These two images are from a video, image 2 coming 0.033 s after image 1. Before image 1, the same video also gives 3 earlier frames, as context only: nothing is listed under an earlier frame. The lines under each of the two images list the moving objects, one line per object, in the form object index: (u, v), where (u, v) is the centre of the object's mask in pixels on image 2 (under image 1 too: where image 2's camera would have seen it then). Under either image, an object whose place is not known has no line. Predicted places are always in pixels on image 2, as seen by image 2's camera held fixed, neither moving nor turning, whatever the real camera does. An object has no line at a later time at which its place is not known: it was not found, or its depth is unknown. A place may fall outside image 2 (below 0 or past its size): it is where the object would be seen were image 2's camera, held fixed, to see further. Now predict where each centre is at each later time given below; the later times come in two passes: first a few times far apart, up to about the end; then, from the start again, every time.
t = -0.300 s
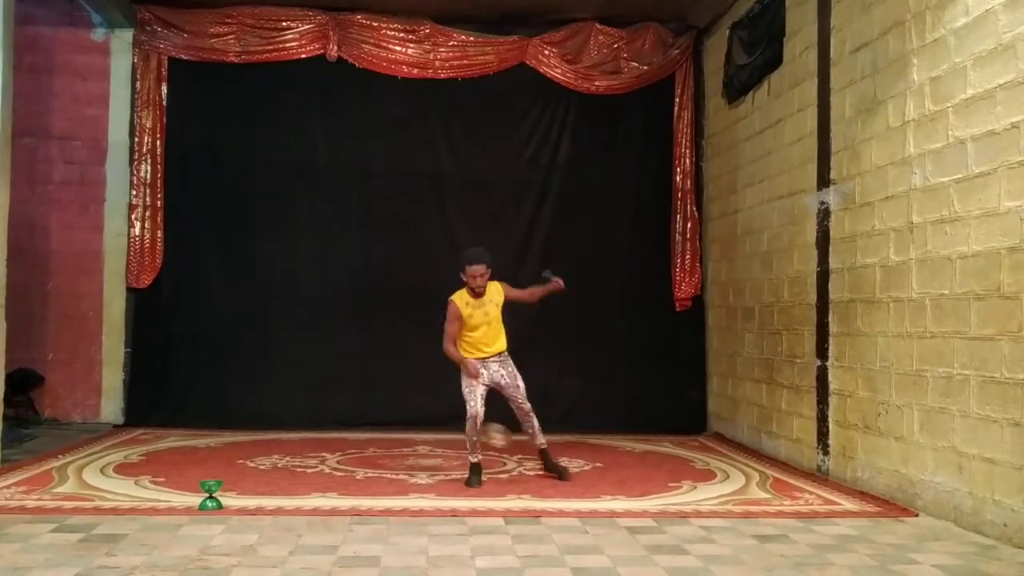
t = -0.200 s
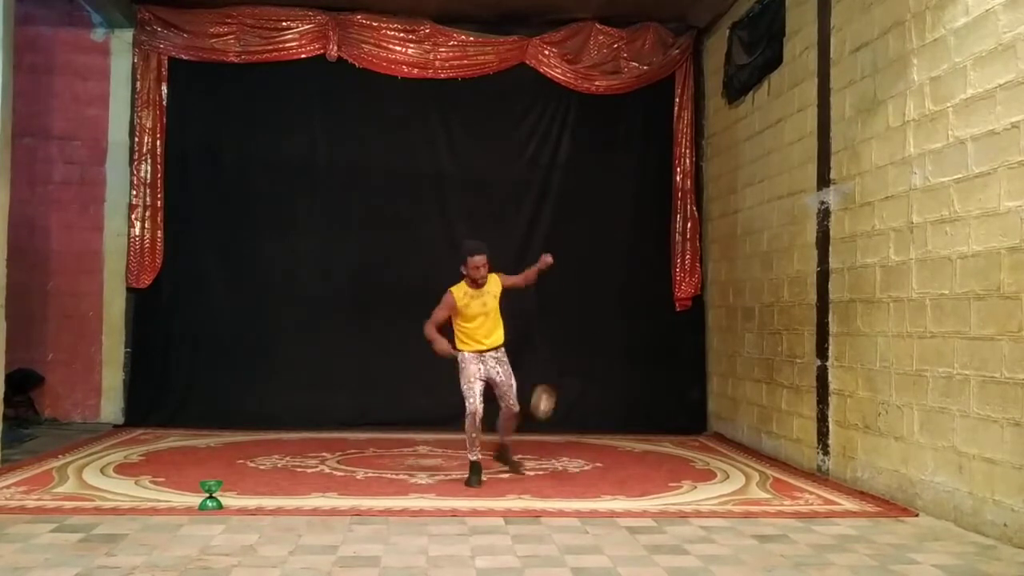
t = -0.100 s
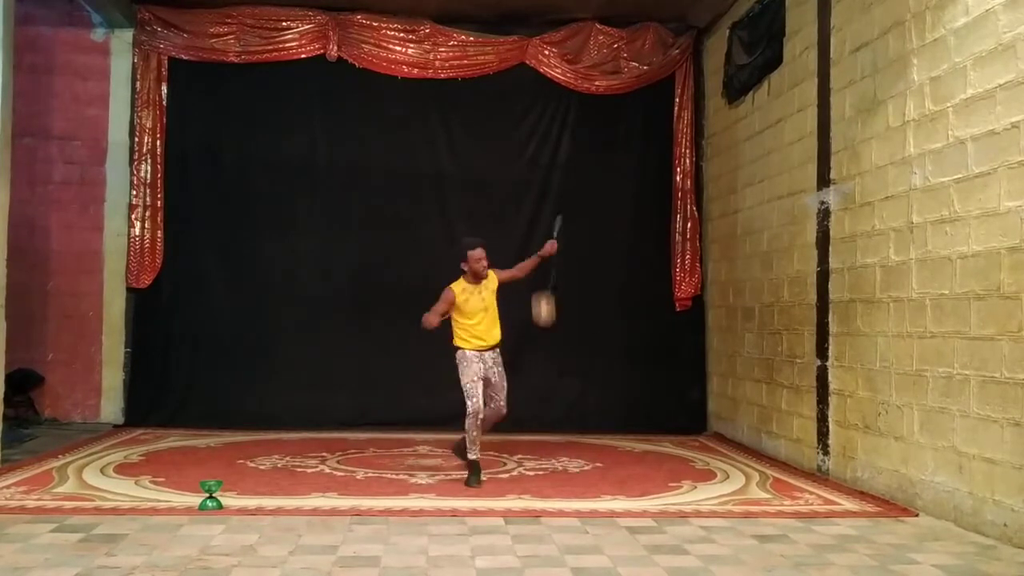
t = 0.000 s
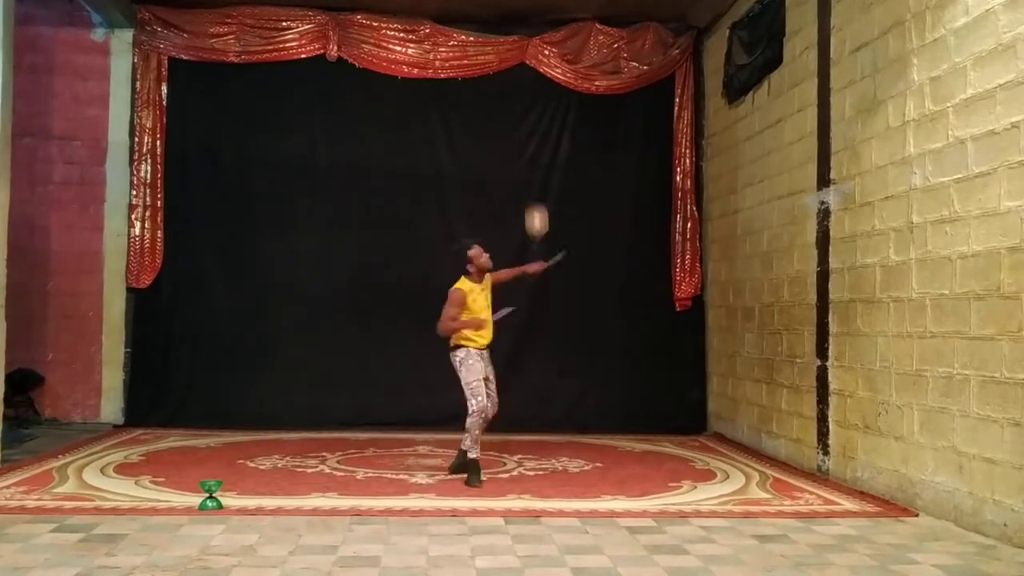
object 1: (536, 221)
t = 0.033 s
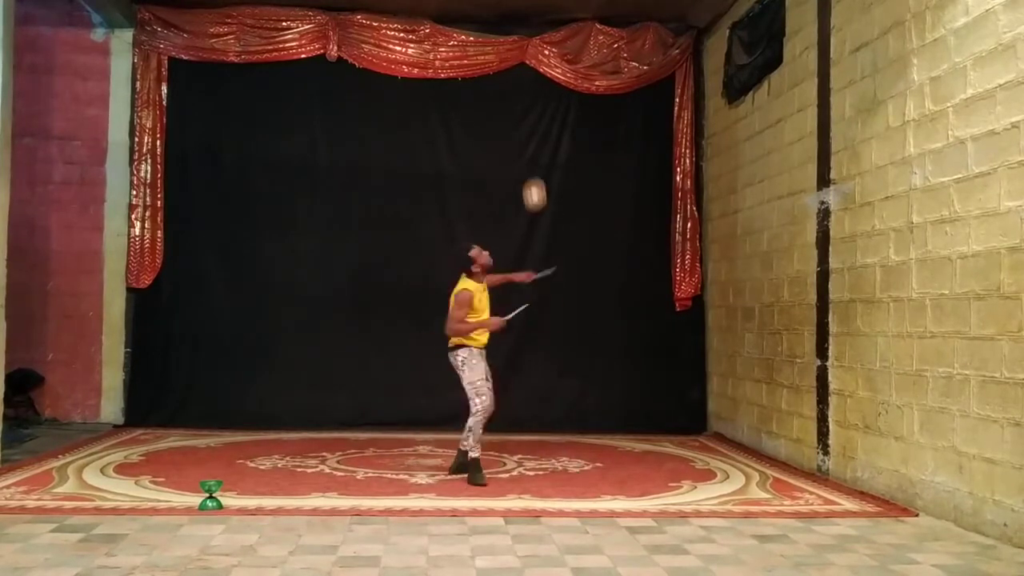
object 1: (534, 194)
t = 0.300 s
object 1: (515, 44)
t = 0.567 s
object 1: (492, 8)
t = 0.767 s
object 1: (475, 40)
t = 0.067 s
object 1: (532, 170)
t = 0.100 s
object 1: (530, 147)
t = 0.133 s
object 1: (527, 126)
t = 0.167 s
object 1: (525, 107)
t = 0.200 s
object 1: (522, 89)
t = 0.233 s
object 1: (520, 74)
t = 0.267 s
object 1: (517, 61)
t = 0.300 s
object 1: (515, 44)
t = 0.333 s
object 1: (512, 34)
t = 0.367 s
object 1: (510, 25)
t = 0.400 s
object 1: (507, 18)
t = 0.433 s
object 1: (504, 12)
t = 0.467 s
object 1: (501, 10)
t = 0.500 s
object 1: (498, 8)
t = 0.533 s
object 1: (495, 8)
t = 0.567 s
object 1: (492, 8)
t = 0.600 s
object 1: (489, 9)
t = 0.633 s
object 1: (487, 11)
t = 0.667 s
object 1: (484, 15)
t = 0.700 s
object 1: (481, 22)
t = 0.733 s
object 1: (478, 30)
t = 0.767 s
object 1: (475, 40)
